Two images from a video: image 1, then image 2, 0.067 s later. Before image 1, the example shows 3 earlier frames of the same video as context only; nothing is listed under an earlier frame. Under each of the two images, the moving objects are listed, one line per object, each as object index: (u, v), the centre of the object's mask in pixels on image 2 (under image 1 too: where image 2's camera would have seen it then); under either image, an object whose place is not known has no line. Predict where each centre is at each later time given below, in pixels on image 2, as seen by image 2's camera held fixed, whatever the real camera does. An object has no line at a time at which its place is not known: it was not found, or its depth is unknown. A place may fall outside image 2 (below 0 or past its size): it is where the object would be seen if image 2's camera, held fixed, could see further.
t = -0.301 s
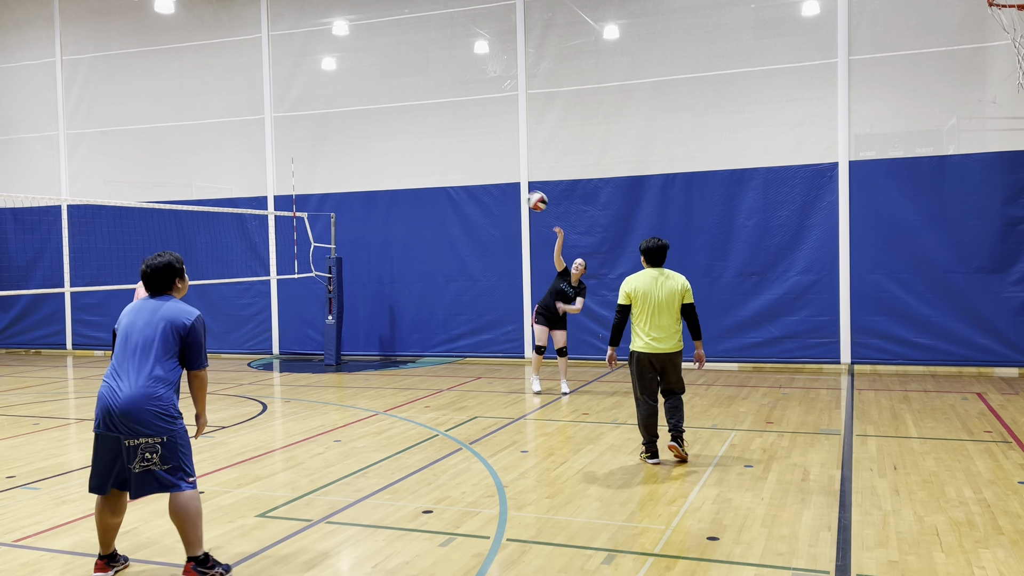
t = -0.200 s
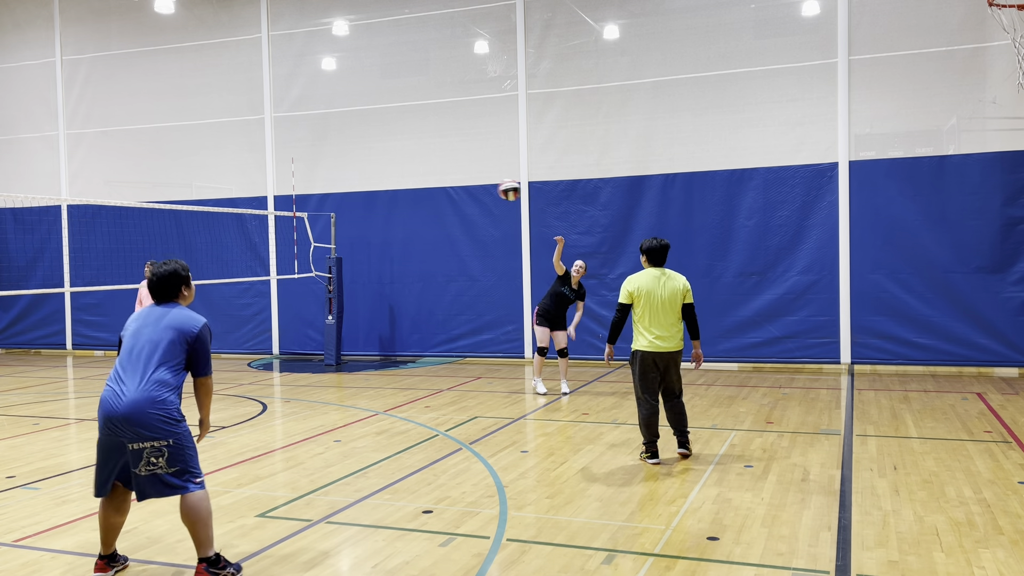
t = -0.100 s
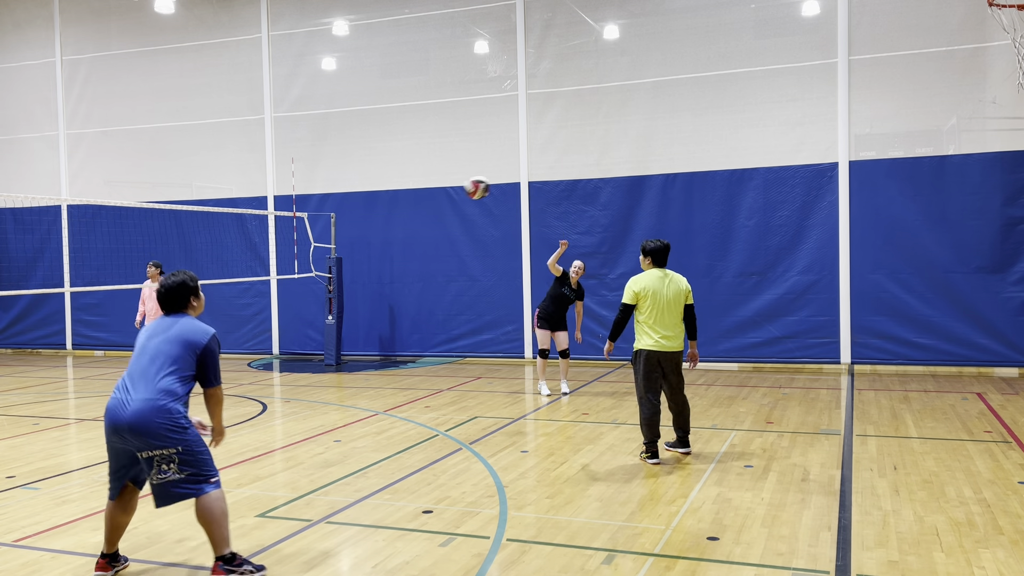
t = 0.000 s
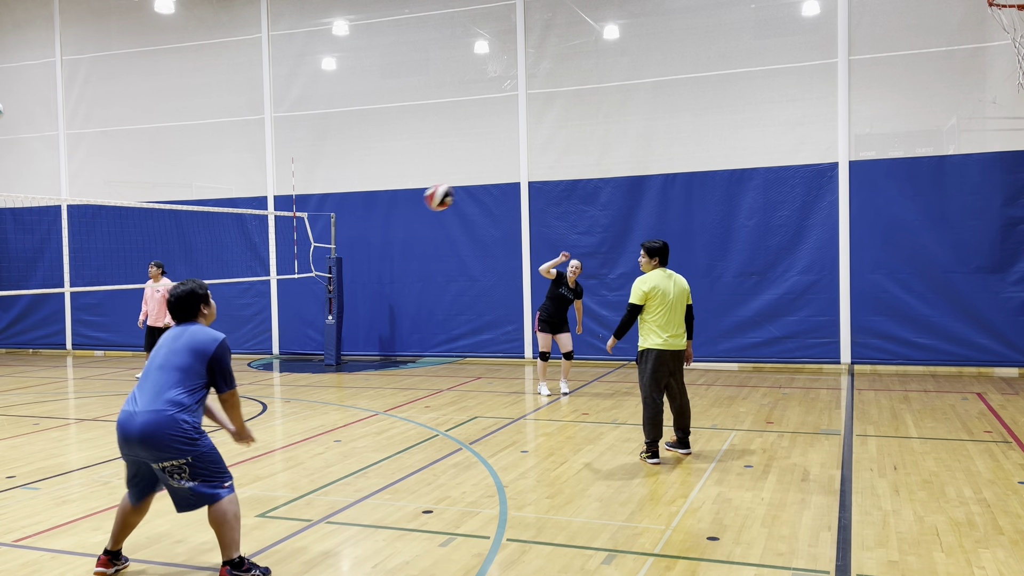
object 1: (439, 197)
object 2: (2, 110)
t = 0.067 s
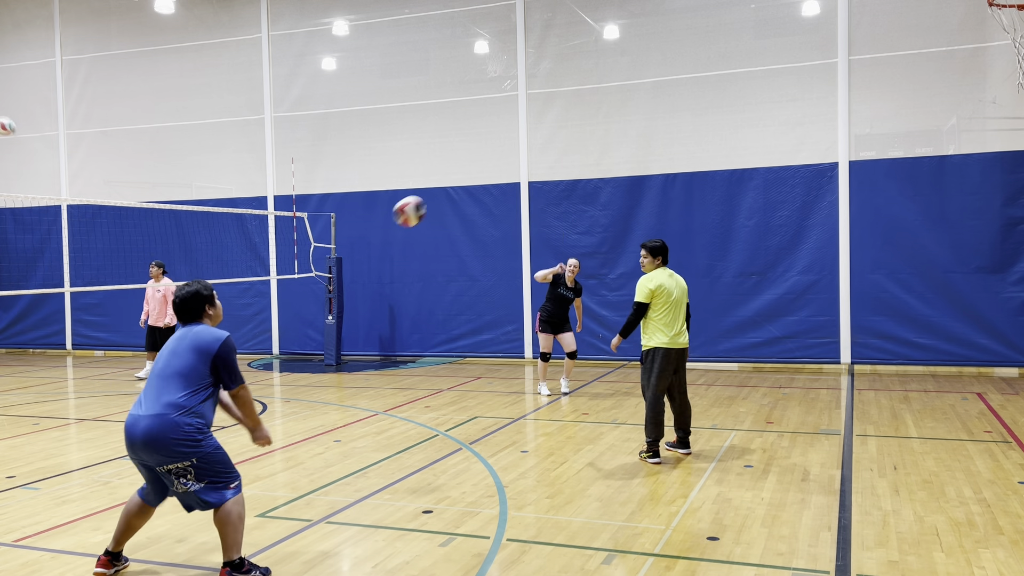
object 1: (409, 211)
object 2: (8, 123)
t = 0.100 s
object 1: (393, 222)
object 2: (10, 132)
